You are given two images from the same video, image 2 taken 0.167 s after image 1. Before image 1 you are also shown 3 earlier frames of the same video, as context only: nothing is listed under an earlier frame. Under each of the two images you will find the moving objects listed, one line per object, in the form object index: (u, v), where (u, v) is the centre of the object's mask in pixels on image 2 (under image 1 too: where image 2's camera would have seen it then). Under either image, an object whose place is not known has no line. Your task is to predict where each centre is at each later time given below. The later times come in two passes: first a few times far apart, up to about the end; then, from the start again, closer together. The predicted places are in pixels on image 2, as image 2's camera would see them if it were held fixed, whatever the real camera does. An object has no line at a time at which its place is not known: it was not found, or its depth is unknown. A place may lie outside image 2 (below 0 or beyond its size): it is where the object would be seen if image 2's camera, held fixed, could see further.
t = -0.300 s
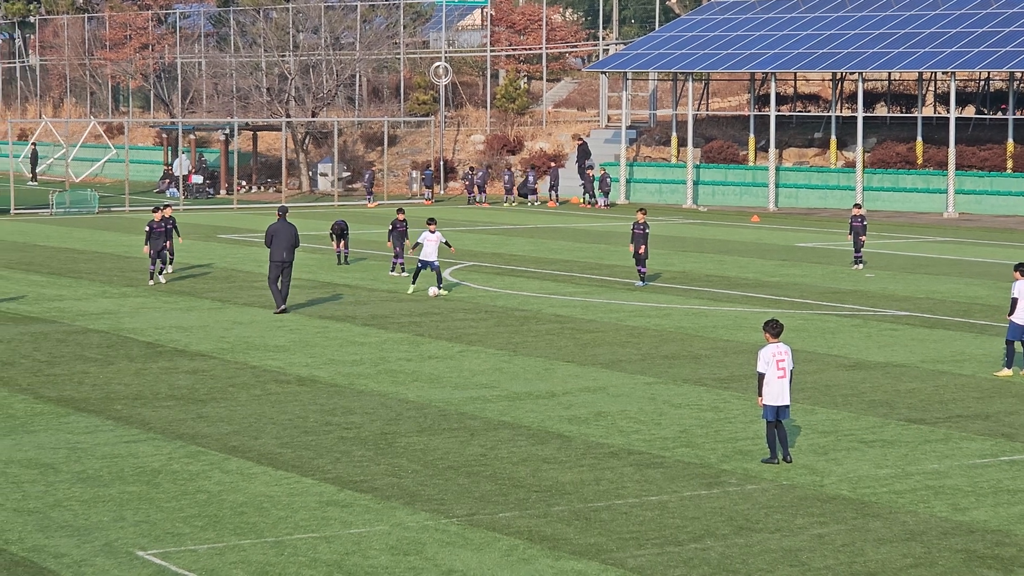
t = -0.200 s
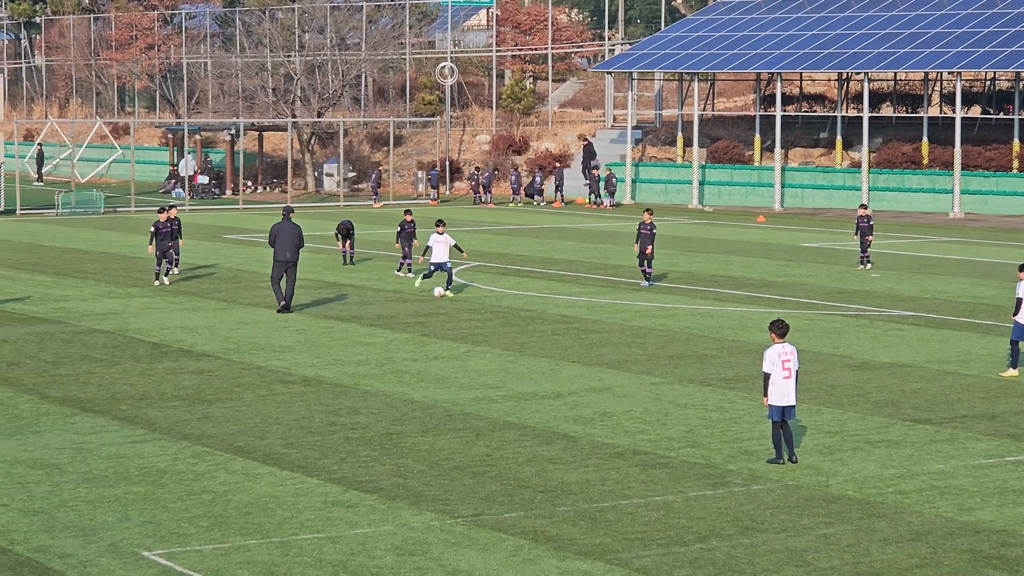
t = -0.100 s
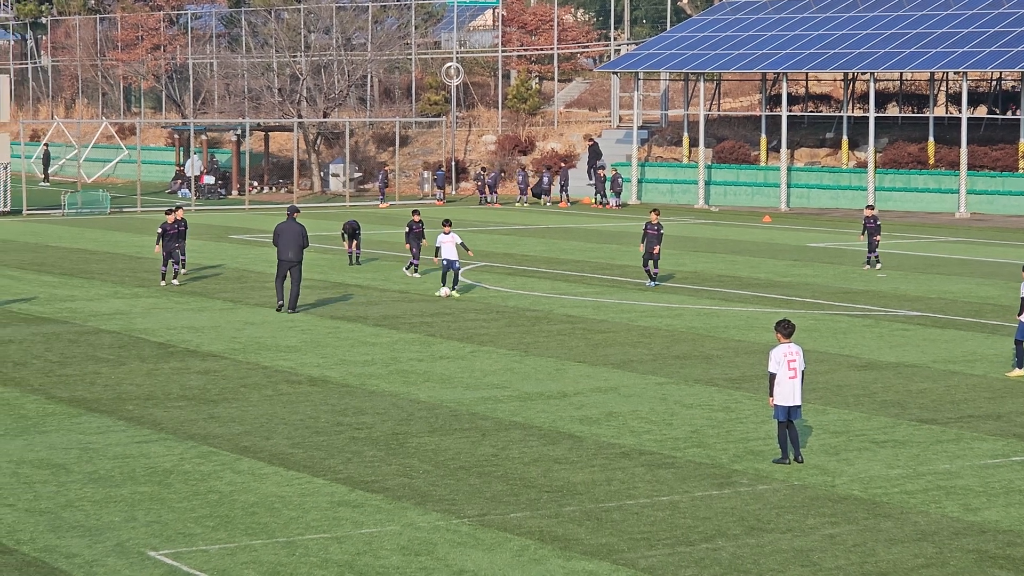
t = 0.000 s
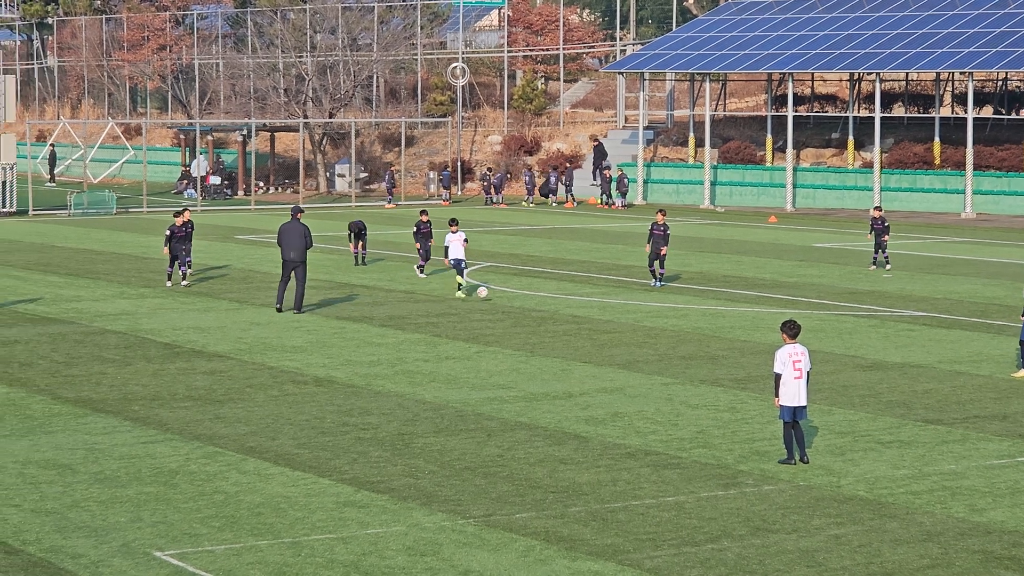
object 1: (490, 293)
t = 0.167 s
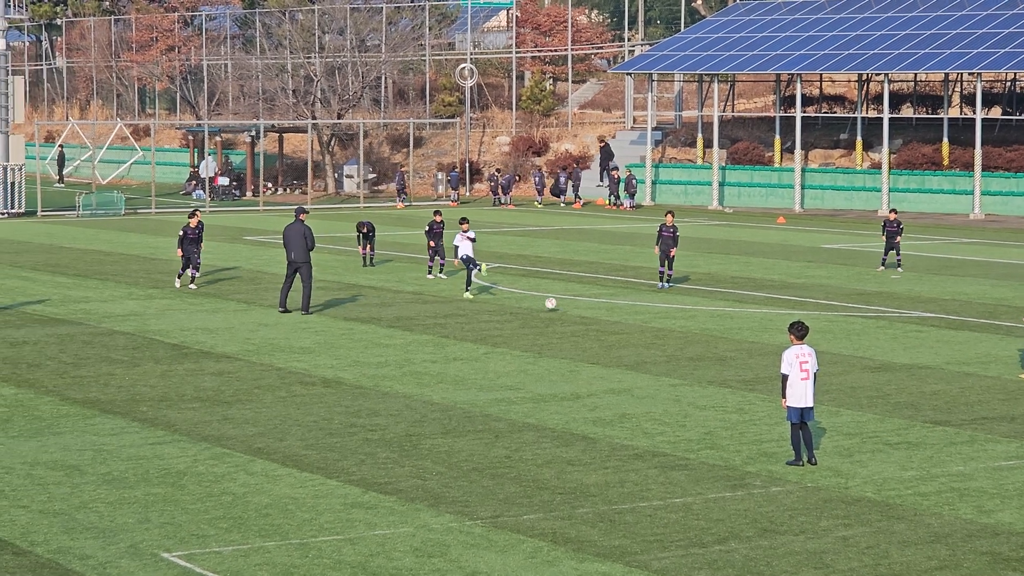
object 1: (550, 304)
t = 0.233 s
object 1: (576, 310)
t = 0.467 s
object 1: (668, 320)
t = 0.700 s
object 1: (763, 333)
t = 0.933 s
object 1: (862, 346)
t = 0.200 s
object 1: (563, 308)
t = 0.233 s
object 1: (576, 310)
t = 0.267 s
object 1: (588, 310)
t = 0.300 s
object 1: (601, 310)
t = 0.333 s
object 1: (614, 310)
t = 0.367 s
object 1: (627, 312)
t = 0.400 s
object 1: (641, 314)
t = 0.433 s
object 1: (654, 317)
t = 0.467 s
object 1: (668, 320)
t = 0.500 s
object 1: (682, 324)
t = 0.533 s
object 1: (695, 326)
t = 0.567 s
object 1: (709, 326)
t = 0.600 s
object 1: (722, 327)
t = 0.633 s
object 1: (736, 328)
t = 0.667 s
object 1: (750, 330)
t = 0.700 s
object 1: (763, 333)
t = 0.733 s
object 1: (777, 337)
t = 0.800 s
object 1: (806, 338)
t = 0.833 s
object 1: (819, 339)
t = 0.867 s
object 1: (833, 341)
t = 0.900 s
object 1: (847, 343)
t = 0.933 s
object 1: (862, 346)
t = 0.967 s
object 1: (876, 348)
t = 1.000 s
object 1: (889, 349)
